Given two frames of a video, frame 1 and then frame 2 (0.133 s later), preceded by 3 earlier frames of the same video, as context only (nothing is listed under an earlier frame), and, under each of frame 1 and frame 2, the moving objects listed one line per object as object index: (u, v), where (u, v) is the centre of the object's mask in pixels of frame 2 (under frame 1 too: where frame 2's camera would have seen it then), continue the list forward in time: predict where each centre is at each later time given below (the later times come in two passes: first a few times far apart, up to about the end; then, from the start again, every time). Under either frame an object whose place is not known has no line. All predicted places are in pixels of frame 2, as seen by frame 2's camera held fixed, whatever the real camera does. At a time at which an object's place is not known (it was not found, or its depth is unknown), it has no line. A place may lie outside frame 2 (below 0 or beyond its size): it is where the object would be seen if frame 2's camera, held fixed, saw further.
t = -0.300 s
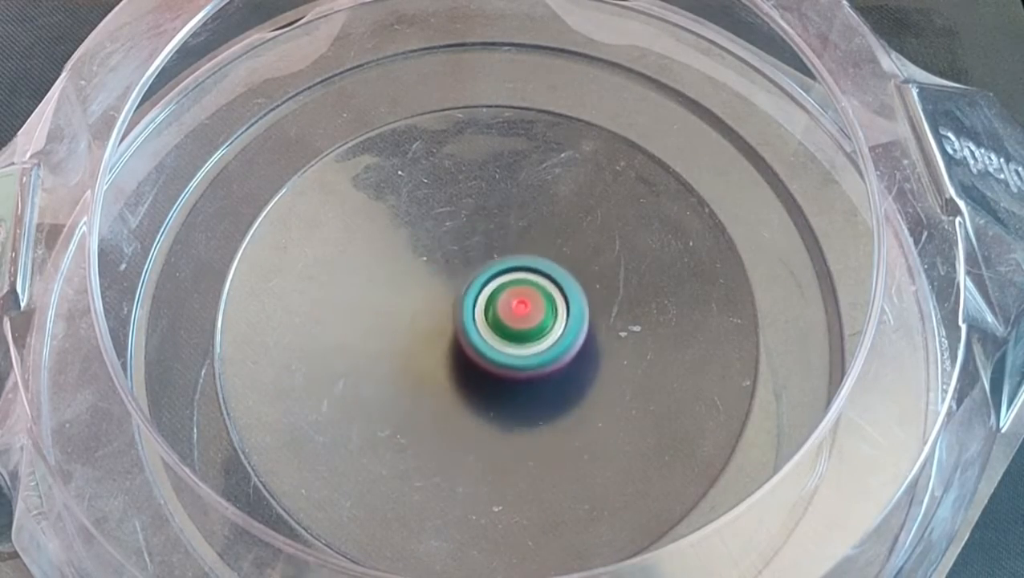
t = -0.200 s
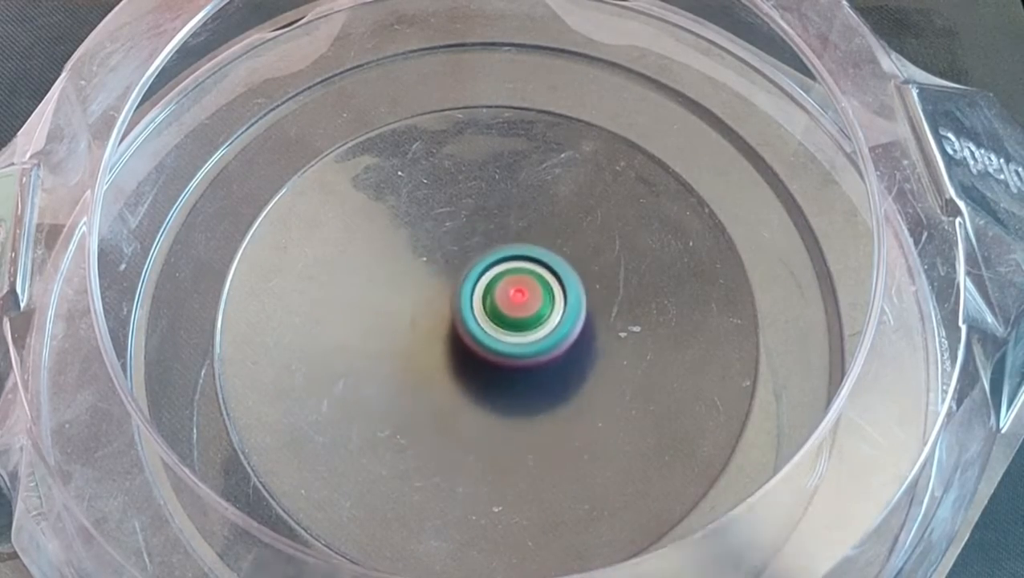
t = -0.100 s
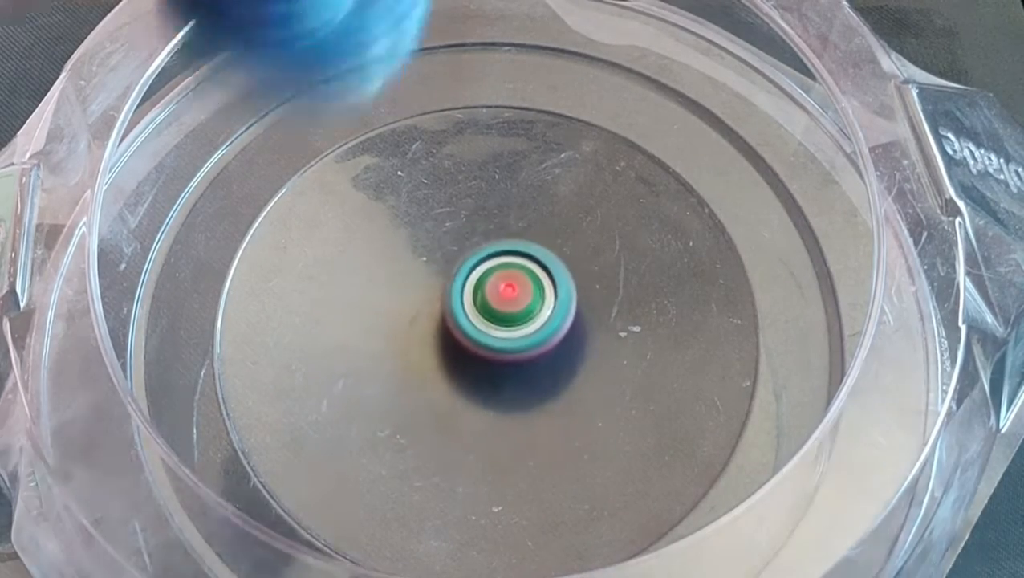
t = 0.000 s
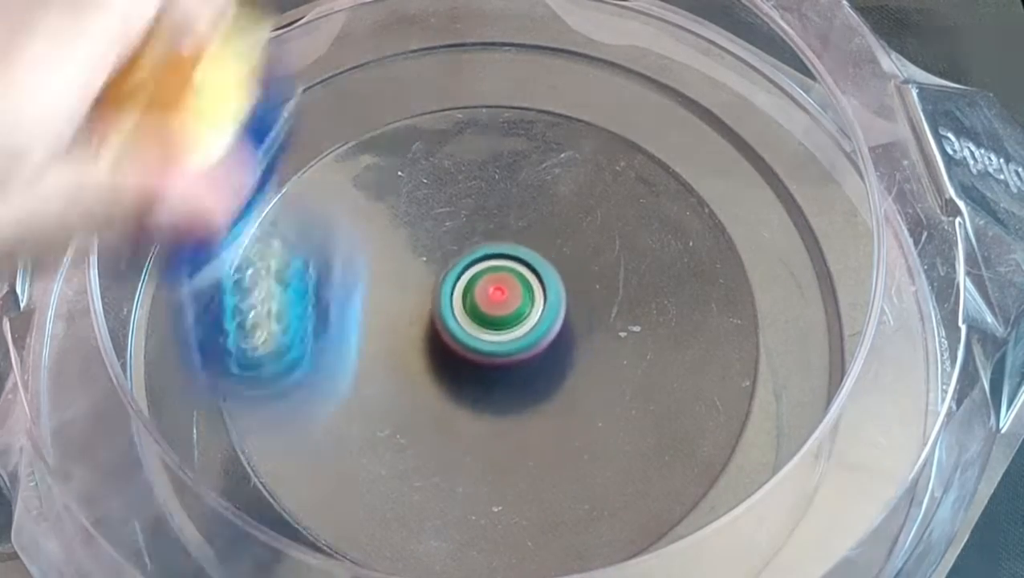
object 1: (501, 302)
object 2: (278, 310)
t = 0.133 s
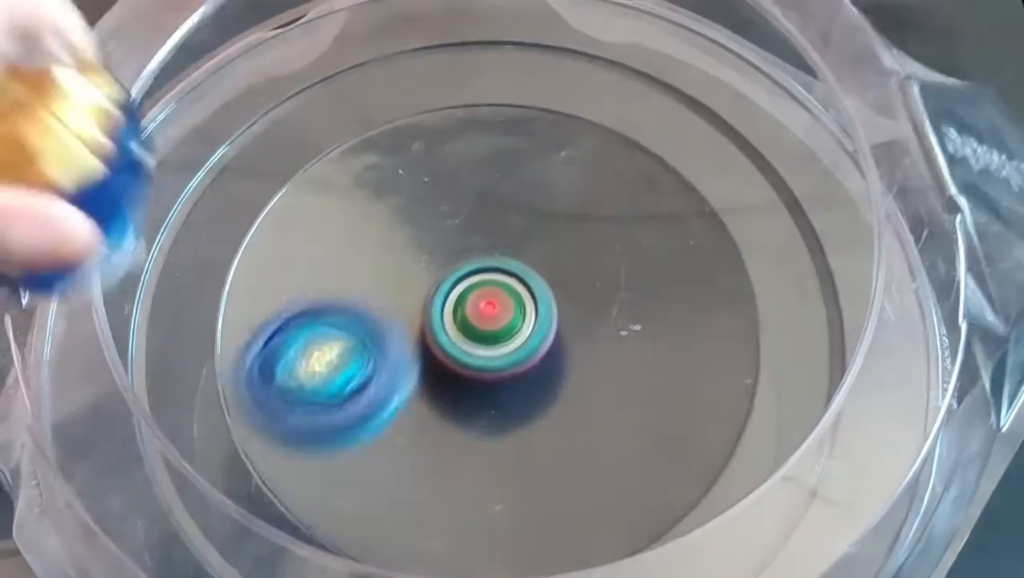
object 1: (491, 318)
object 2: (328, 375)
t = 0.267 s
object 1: (518, 307)
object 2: (466, 377)
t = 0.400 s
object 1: (572, 241)
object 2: (480, 530)
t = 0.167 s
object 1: (495, 321)
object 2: (357, 357)
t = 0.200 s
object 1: (507, 322)
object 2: (390, 351)
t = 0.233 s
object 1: (520, 317)
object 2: (428, 357)
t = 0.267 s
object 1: (518, 307)
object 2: (466, 377)
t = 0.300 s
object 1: (499, 314)
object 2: (497, 407)
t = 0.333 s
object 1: (517, 317)
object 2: (499, 454)
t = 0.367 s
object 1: (544, 281)
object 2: (484, 510)
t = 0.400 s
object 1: (572, 241)
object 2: (480, 530)
